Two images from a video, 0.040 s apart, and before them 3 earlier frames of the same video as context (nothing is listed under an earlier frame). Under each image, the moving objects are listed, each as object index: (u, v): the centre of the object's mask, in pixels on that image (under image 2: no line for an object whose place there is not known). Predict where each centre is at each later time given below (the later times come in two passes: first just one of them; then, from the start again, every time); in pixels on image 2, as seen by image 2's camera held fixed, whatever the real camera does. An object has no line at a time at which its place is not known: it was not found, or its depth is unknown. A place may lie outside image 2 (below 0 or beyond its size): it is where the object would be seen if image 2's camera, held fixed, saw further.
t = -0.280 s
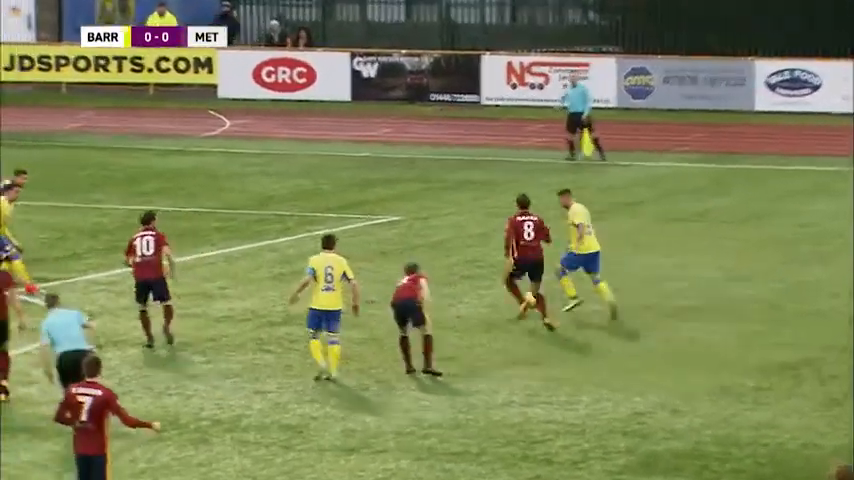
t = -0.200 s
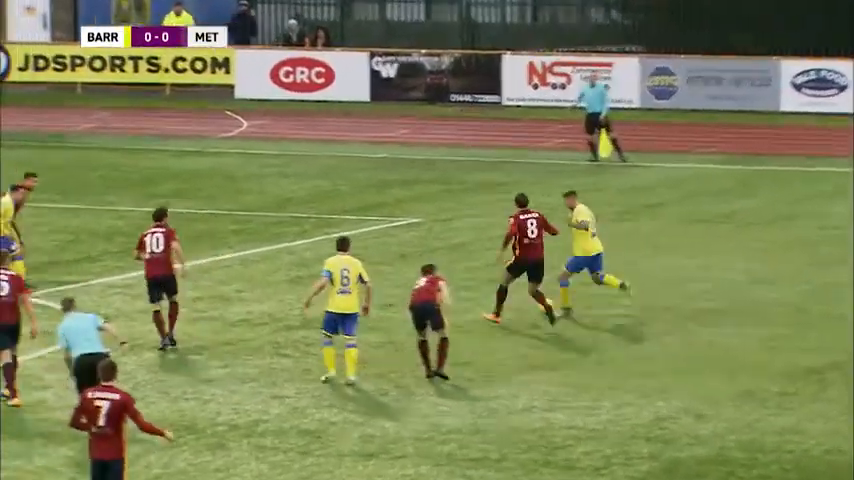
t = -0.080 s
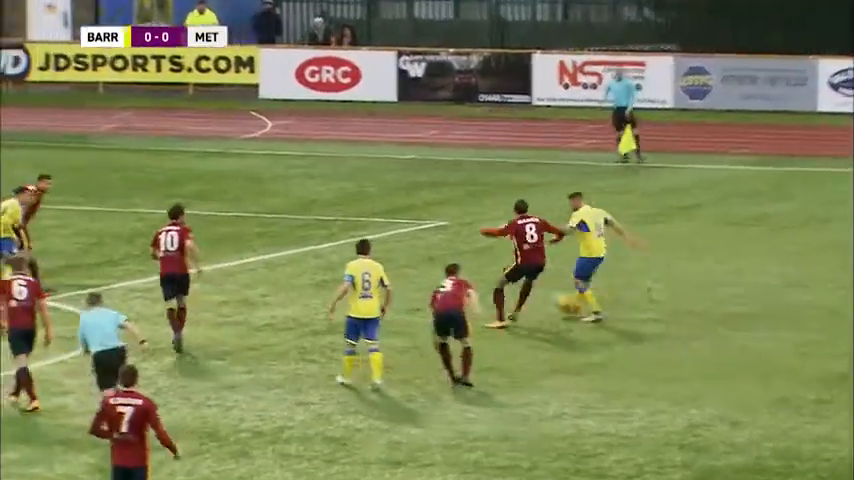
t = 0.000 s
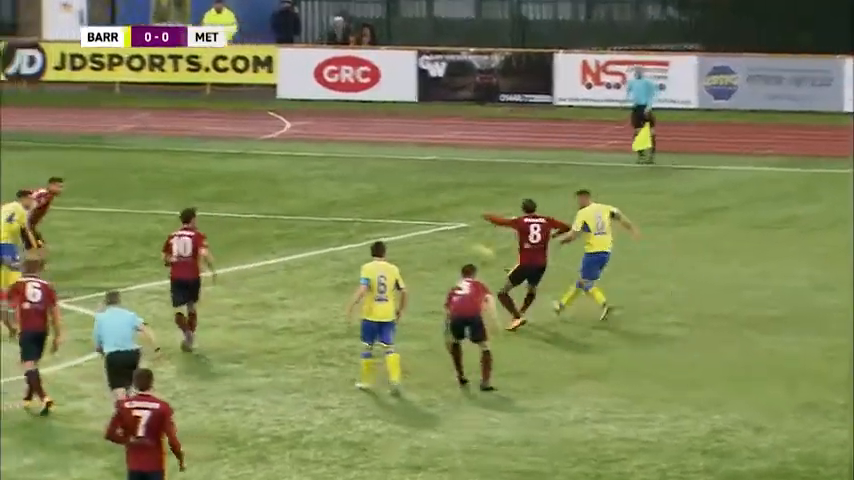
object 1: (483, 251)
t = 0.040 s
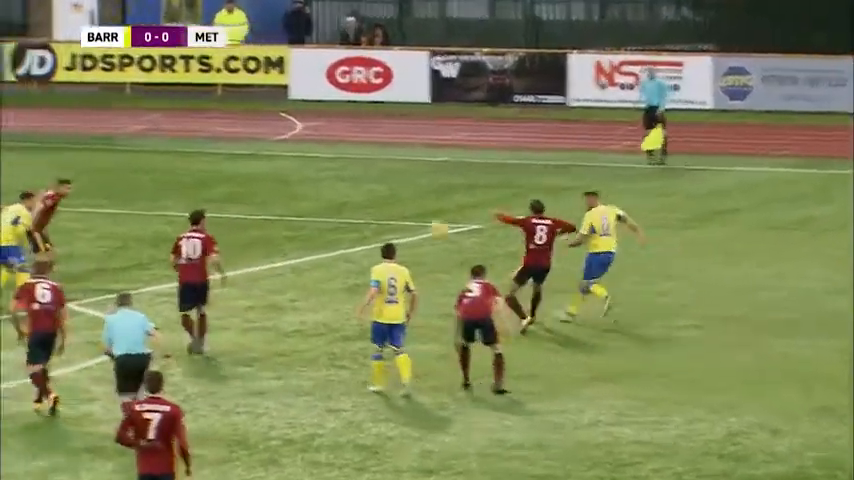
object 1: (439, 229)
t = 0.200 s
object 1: (232, 143)
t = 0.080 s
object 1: (392, 206)
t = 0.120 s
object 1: (338, 182)
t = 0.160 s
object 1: (286, 162)
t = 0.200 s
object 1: (232, 143)
